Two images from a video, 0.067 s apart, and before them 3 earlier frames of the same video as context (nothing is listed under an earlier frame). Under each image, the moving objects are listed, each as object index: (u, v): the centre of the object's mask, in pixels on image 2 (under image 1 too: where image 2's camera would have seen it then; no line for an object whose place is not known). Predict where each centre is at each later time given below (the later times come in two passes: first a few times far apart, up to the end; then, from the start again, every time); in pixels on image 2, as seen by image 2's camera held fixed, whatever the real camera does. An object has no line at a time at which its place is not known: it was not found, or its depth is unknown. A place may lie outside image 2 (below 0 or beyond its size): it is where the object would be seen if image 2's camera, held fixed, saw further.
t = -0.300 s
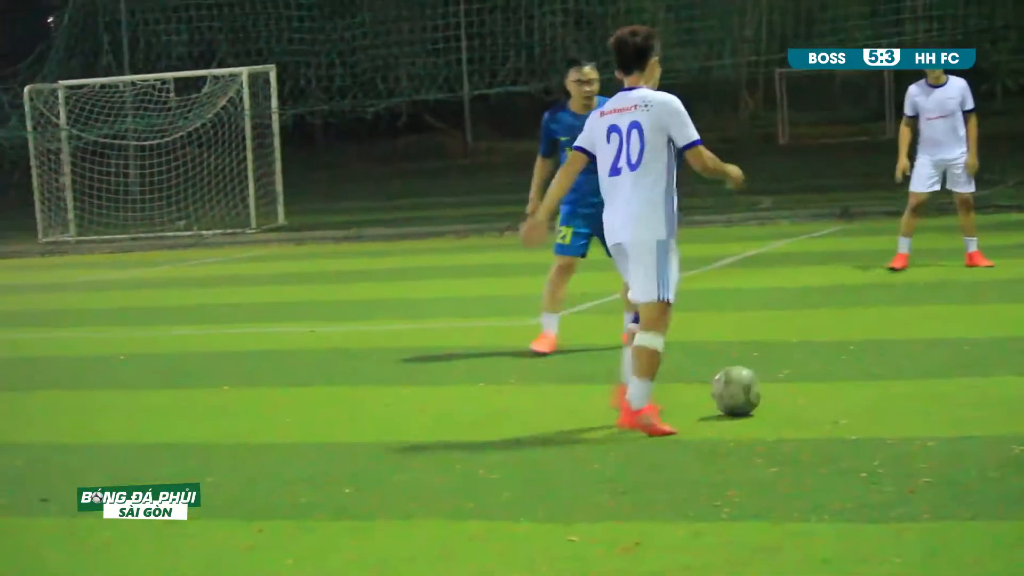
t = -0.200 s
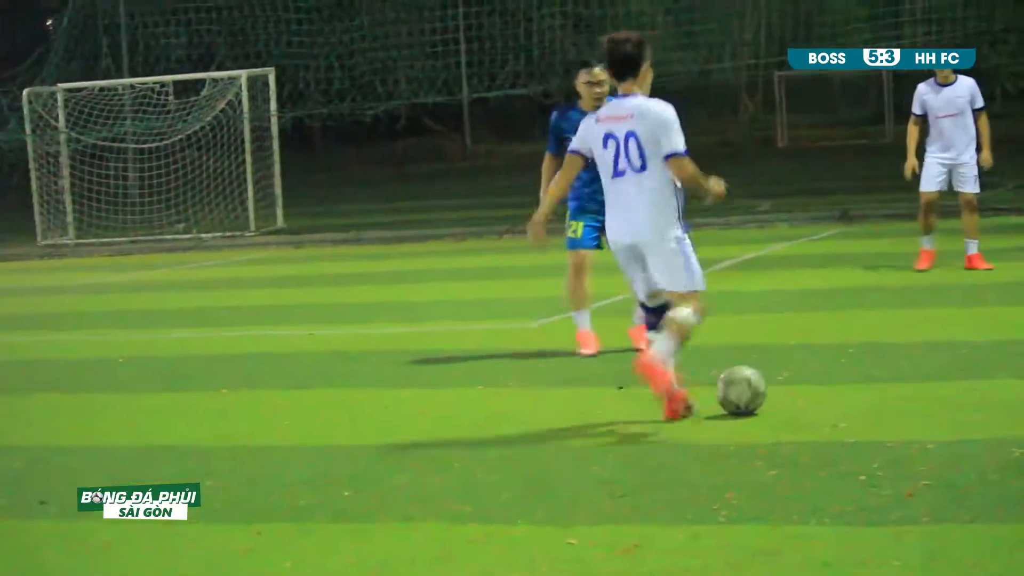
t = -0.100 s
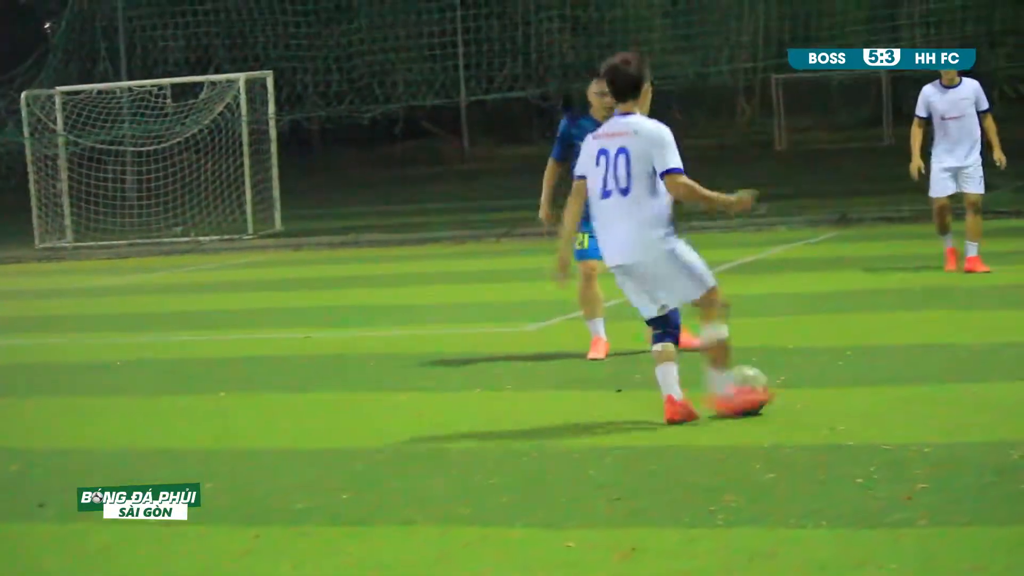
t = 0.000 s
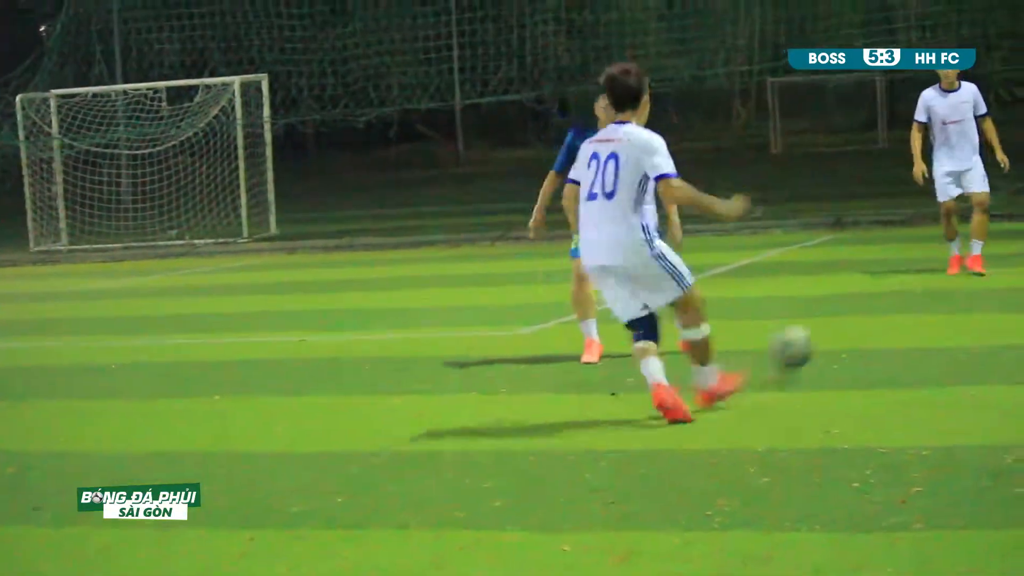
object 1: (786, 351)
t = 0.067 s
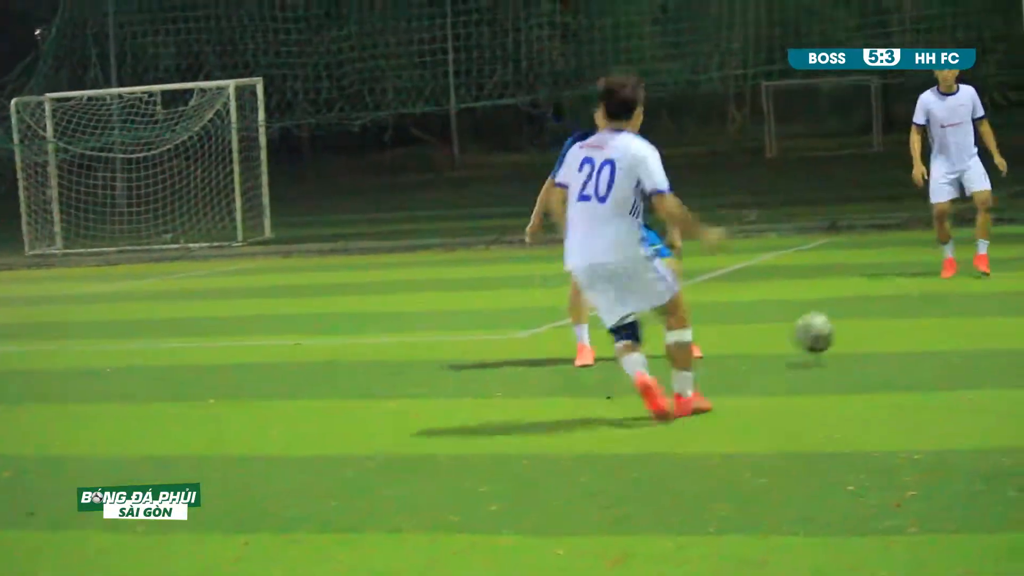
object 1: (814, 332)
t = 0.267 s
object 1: (869, 289)
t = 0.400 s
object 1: (896, 281)
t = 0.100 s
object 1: (826, 327)
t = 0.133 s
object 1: (839, 324)
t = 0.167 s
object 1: (847, 319)
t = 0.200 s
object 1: (856, 307)
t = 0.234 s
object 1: (864, 297)
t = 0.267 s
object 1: (869, 289)
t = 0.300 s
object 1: (877, 282)
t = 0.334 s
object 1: (884, 279)
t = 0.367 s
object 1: (890, 278)
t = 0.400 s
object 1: (896, 281)
